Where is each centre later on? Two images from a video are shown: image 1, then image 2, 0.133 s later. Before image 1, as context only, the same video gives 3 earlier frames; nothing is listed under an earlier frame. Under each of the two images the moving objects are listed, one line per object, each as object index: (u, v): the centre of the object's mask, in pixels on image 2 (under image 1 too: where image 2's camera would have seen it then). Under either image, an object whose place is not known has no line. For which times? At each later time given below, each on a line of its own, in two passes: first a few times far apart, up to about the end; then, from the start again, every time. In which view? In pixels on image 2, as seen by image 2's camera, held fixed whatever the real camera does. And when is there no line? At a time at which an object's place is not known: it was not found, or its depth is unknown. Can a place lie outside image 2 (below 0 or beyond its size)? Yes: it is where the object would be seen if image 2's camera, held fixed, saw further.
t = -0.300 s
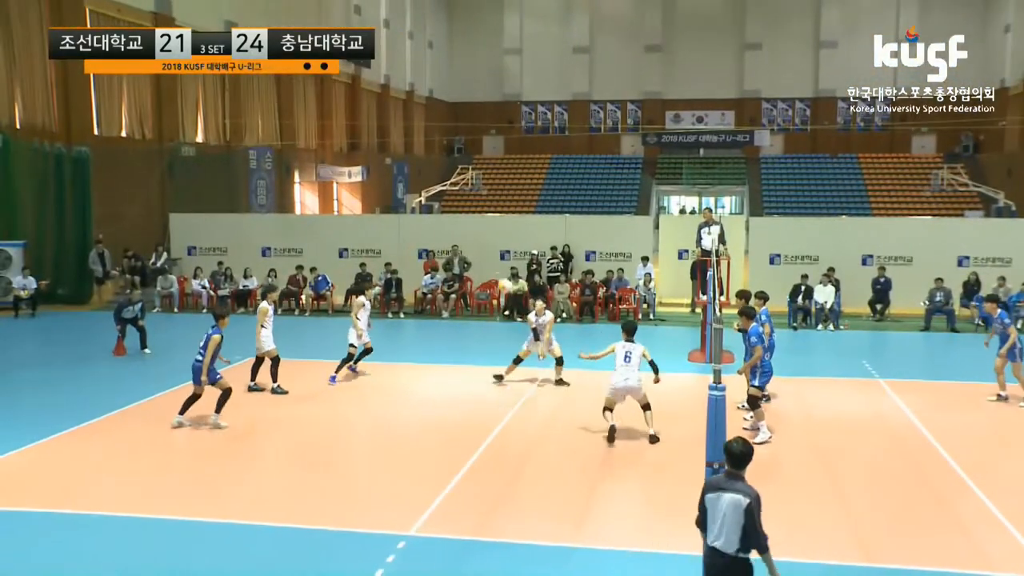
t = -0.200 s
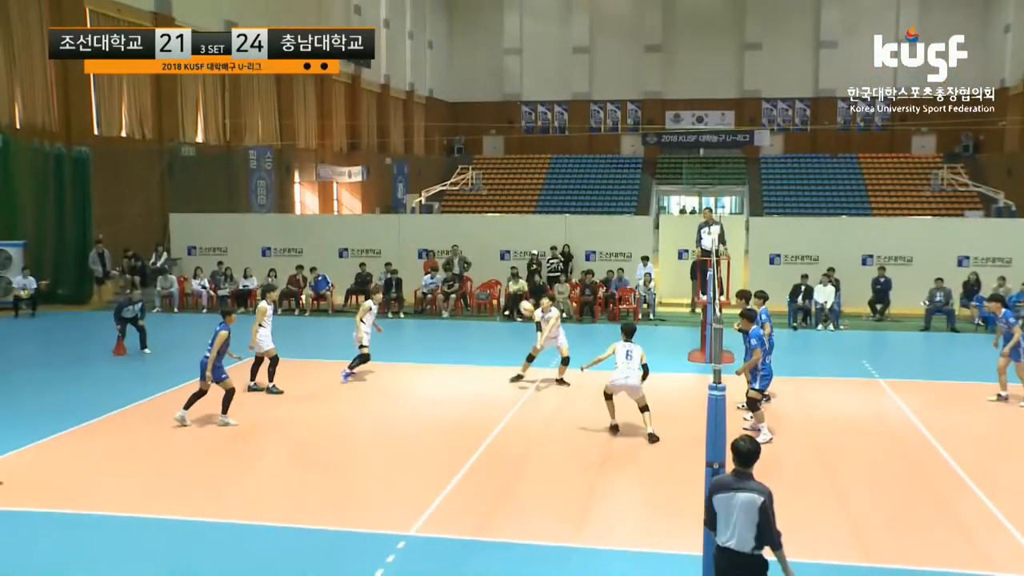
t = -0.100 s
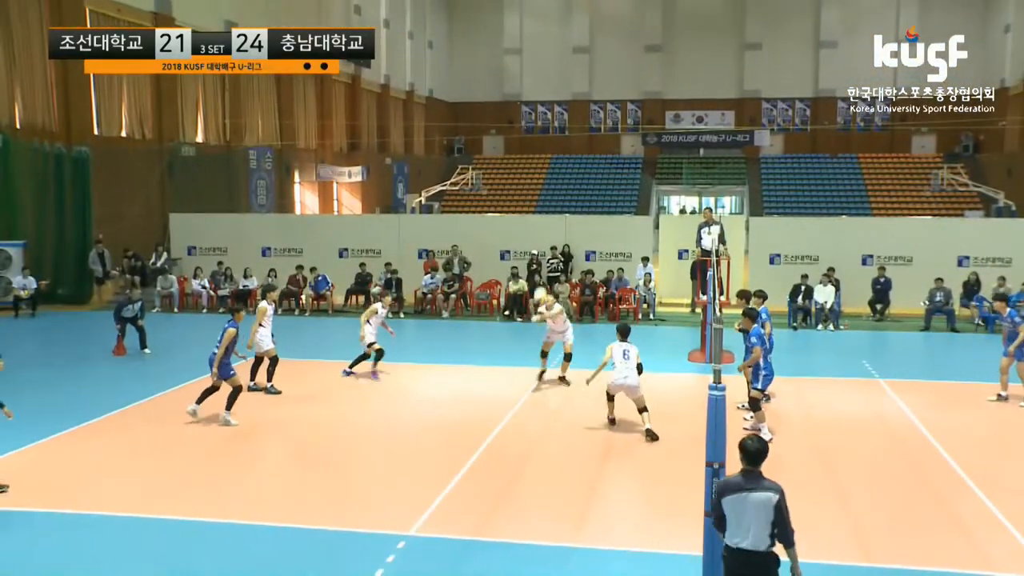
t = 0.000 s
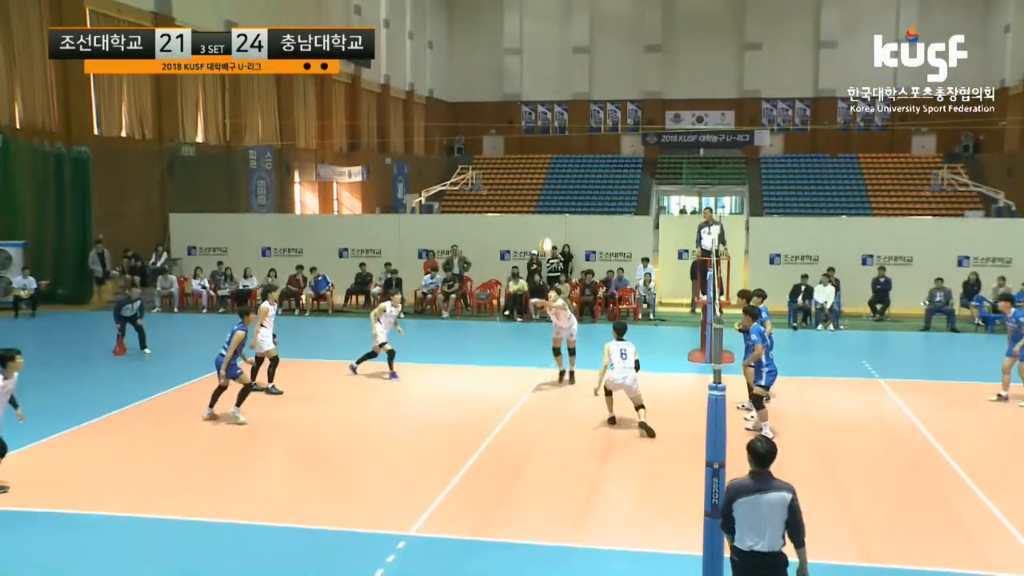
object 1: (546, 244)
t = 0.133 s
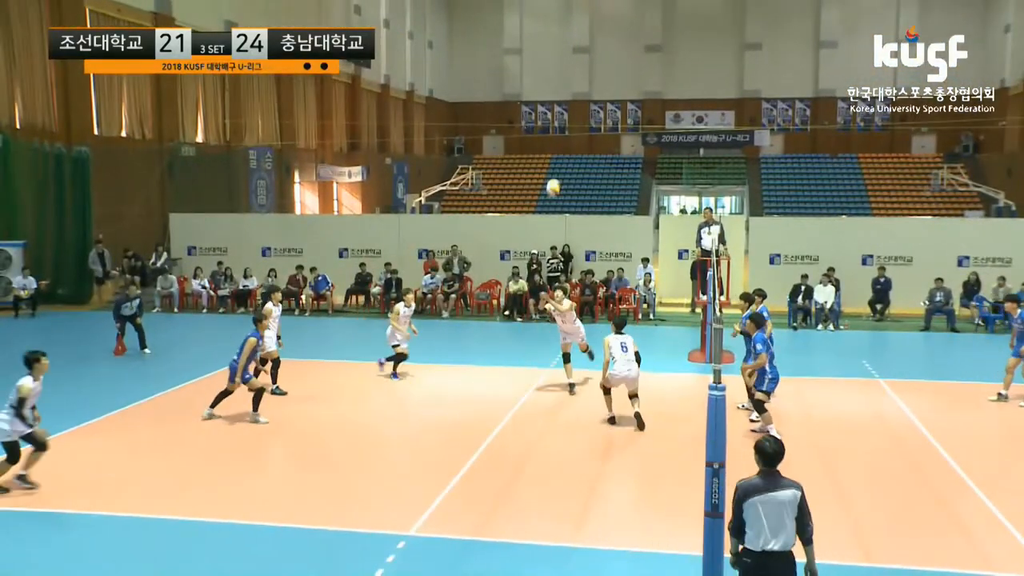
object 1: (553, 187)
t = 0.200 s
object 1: (557, 161)
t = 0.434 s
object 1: (573, 89)
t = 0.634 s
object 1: (588, 54)
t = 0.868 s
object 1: (606, 45)
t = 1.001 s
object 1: (614, 59)
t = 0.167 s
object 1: (555, 174)
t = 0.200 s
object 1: (557, 161)
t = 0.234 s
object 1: (559, 148)
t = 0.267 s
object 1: (562, 138)
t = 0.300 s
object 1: (564, 127)
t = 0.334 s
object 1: (566, 117)
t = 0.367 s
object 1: (568, 107)
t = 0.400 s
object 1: (570, 98)
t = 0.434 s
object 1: (573, 89)
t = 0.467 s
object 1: (575, 81)
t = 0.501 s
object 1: (578, 73)
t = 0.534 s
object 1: (581, 66)
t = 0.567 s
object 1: (583, 62)
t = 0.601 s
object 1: (585, 57)
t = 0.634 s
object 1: (588, 54)
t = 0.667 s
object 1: (591, 50)
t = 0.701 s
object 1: (593, 47)
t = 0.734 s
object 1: (596, 45)
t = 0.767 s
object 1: (599, 43)
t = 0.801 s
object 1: (601, 43)
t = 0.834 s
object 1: (604, 43)
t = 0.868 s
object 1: (606, 45)
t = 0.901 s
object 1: (609, 48)
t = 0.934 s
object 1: (611, 50)
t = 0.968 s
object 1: (613, 51)
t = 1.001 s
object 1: (614, 59)
